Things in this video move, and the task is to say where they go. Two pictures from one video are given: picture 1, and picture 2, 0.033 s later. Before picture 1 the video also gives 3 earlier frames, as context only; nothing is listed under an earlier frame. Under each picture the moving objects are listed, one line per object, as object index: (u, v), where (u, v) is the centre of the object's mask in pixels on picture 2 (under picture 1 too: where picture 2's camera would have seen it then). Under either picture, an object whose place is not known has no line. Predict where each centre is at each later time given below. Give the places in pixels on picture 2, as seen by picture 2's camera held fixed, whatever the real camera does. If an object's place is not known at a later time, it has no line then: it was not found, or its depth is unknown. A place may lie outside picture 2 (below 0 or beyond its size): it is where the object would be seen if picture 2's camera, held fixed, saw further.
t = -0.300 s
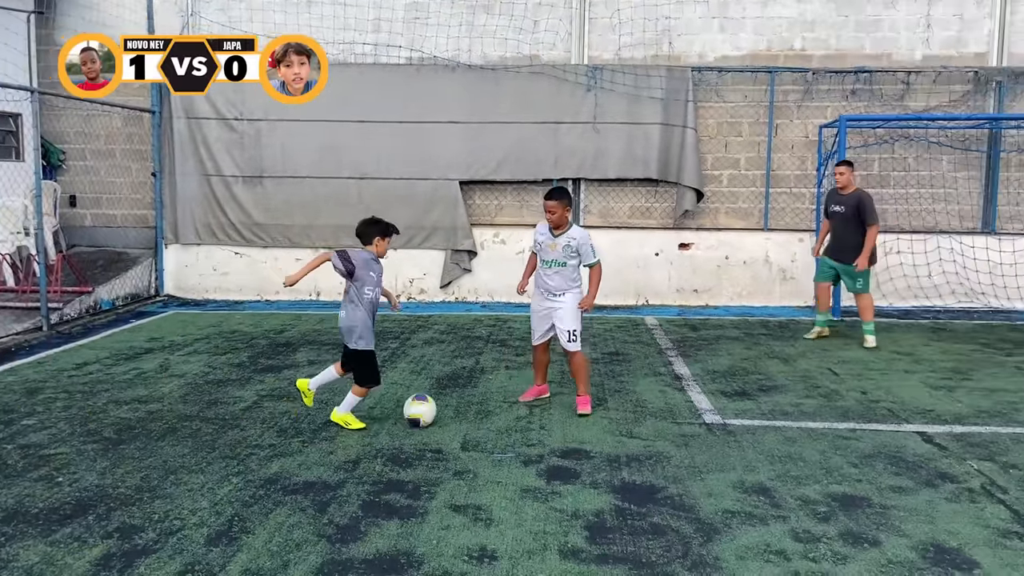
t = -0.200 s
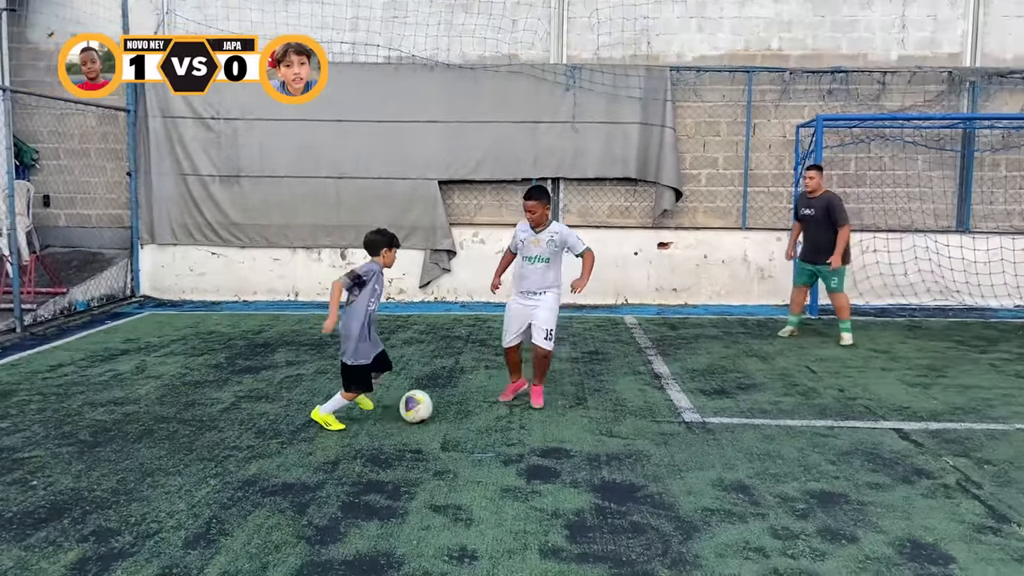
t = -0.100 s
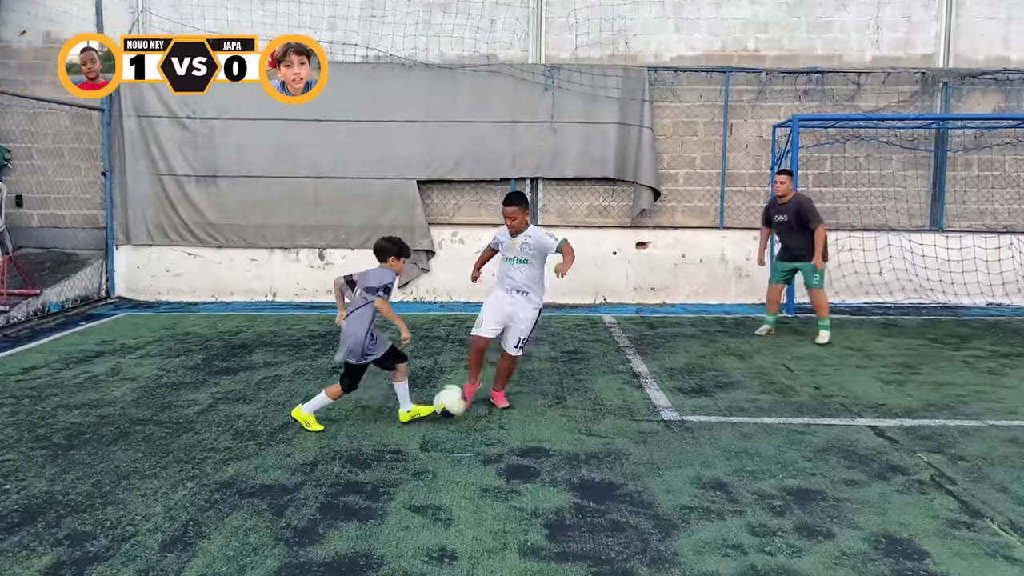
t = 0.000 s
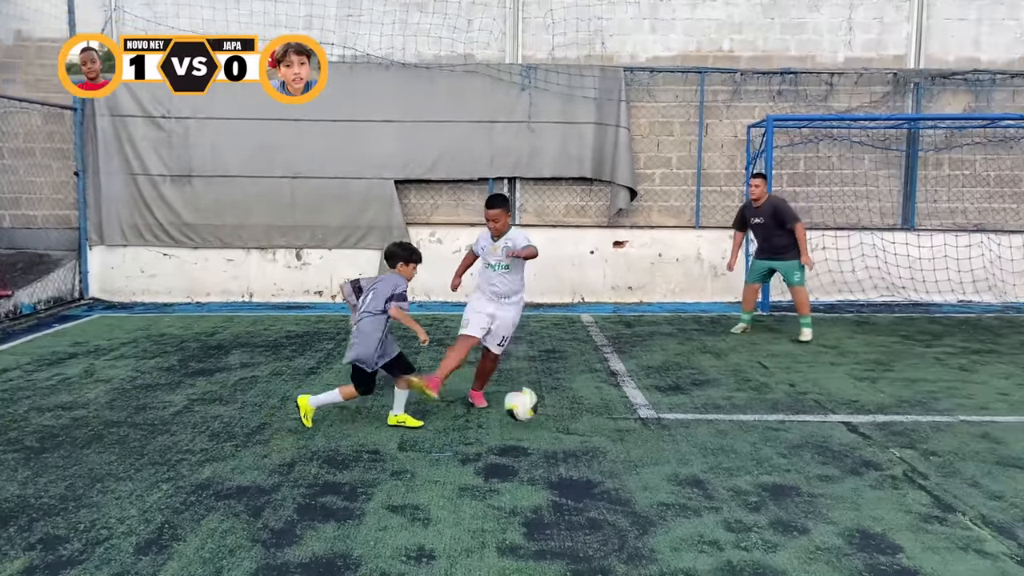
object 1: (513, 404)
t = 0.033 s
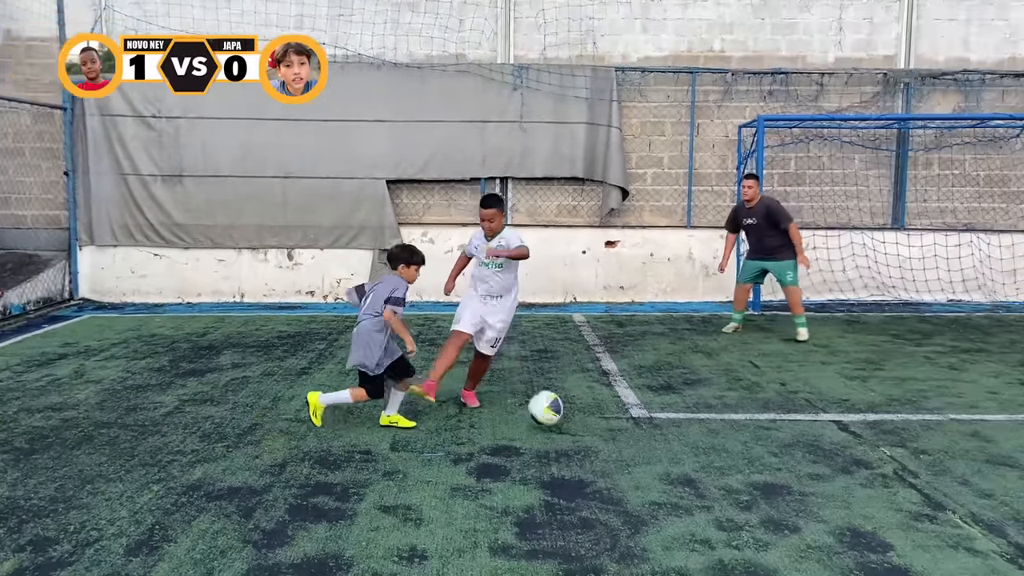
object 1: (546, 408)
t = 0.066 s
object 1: (578, 414)
